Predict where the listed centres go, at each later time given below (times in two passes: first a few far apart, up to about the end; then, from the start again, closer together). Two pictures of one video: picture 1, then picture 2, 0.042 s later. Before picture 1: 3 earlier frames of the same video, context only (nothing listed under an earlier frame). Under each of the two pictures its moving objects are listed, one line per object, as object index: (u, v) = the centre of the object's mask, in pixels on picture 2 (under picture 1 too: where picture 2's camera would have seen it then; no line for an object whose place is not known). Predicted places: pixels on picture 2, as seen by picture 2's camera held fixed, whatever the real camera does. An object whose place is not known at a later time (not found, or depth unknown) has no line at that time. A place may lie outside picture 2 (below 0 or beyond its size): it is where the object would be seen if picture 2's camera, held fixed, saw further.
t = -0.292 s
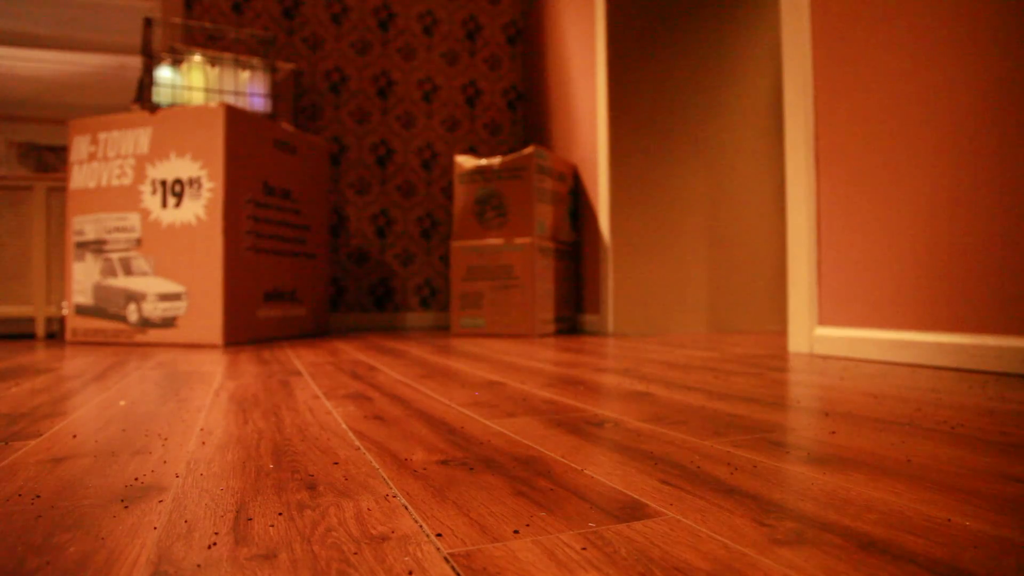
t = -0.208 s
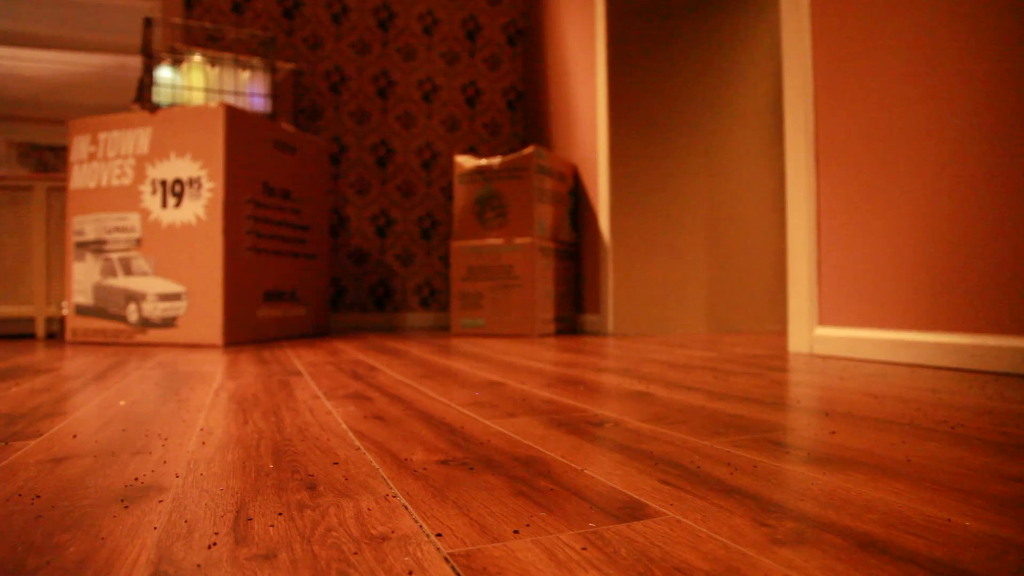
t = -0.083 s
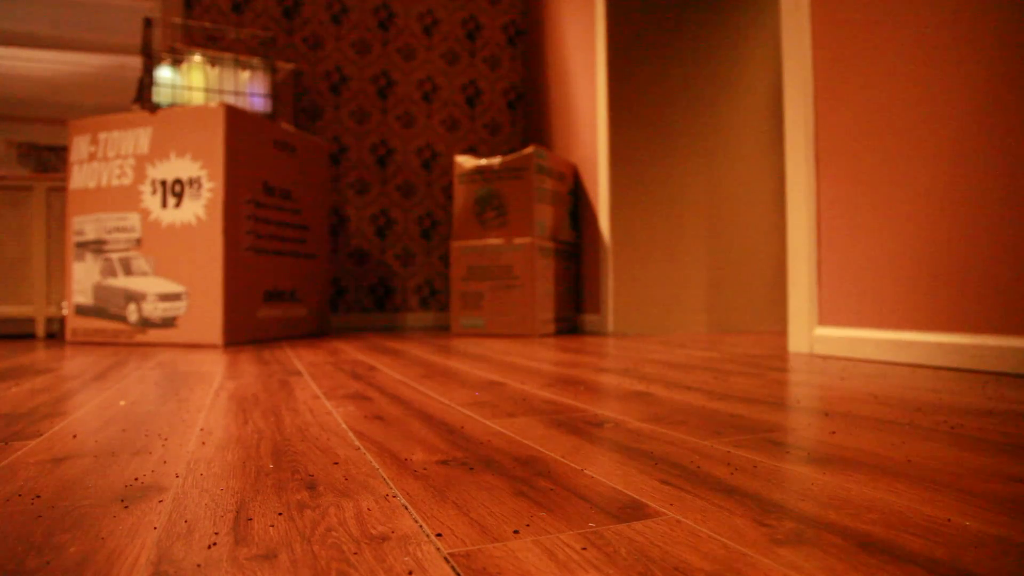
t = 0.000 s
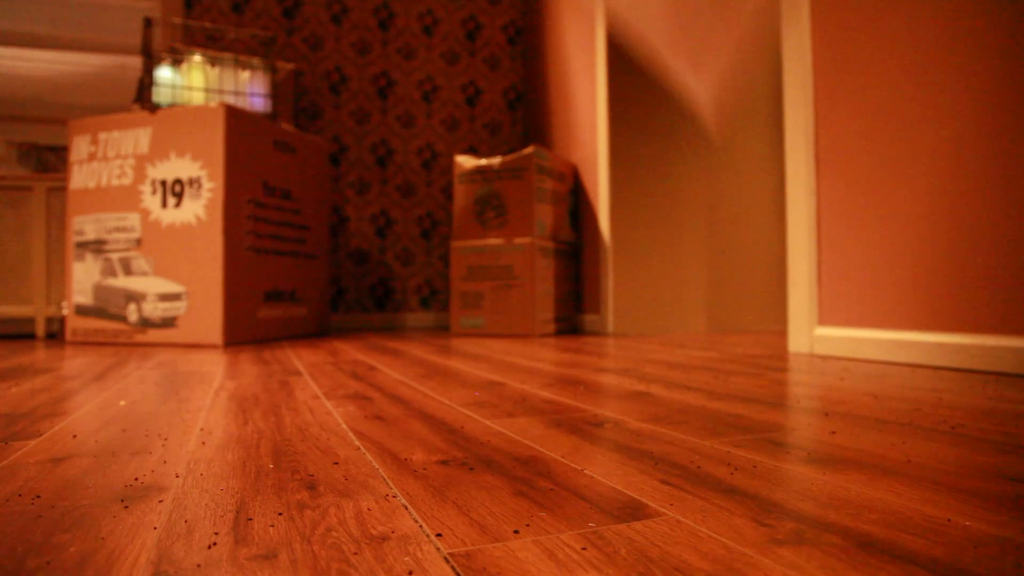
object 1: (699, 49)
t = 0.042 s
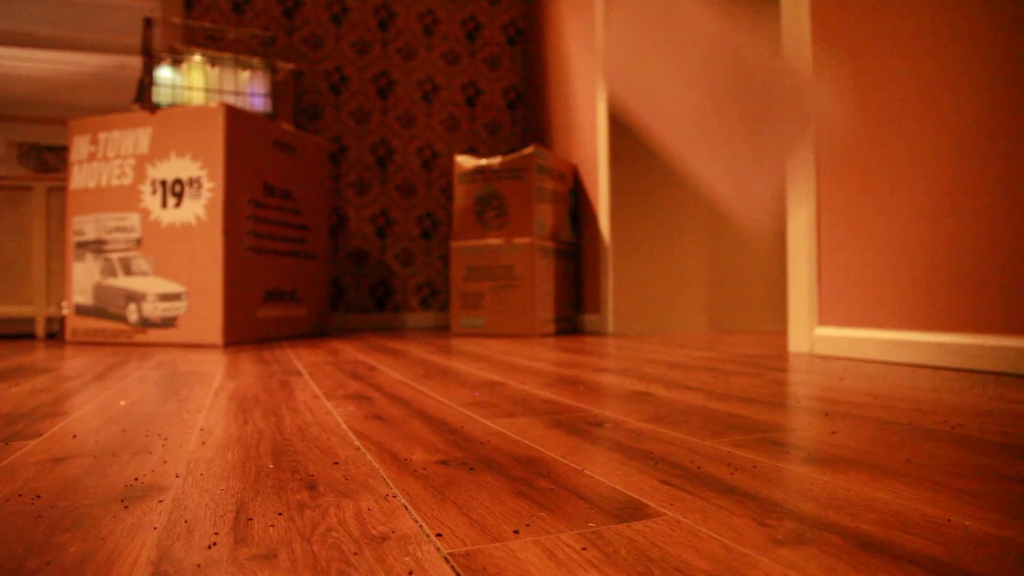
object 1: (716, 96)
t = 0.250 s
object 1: (917, 338)
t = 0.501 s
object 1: (905, 285)
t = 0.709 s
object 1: (899, 379)
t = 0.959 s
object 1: (883, 408)
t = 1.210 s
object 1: (878, 415)
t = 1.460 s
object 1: (878, 415)
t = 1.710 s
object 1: (878, 415)
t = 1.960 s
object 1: (878, 415)
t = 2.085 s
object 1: (878, 415)
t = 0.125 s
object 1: (780, 295)
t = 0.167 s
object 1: (822, 359)
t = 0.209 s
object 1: (893, 365)
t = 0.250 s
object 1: (917, 338)
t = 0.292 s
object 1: (921, 314)
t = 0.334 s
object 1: (923, 299)
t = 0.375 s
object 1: (923, 267)
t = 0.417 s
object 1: (920, 273)
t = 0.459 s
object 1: (915, 278)
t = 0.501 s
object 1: (905, 285)
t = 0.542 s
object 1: (904, 301)
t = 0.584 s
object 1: (905, 323)
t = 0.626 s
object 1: (904, 345)
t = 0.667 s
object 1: (898, 361)
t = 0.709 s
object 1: (899, 379)
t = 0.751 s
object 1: (897, 389)
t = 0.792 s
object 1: (895, 394)
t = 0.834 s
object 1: (894, 398)
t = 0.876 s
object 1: (890, 402)
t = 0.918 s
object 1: (887, 405)
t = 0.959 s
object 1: (883, 408)
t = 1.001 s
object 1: (881, 411)
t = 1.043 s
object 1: (880, 413)
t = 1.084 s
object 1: (878, 415)
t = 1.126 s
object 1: (878, 415)
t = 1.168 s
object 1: (878, 415)
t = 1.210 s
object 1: (878, 415)
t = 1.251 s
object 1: (878, 415)
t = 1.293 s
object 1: (878, 415)
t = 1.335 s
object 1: (878, 415)
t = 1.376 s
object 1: (878, 415)
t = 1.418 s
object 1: (878, 415)
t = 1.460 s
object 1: (878, 415)
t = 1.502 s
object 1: (878, 415)
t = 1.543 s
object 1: (878, 415)
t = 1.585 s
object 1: (878, 415)
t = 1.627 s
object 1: (878, 415)
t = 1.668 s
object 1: (878, 415)
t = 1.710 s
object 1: (878, 415)
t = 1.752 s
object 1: (878, 415)
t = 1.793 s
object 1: (878, 415)
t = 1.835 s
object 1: (878, 415)
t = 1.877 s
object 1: (878, 415)
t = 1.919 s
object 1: (878, 415)
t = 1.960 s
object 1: (878, 415)
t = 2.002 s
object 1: (878, 415)
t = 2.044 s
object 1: (878, 415)
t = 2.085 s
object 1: (878, 415)
